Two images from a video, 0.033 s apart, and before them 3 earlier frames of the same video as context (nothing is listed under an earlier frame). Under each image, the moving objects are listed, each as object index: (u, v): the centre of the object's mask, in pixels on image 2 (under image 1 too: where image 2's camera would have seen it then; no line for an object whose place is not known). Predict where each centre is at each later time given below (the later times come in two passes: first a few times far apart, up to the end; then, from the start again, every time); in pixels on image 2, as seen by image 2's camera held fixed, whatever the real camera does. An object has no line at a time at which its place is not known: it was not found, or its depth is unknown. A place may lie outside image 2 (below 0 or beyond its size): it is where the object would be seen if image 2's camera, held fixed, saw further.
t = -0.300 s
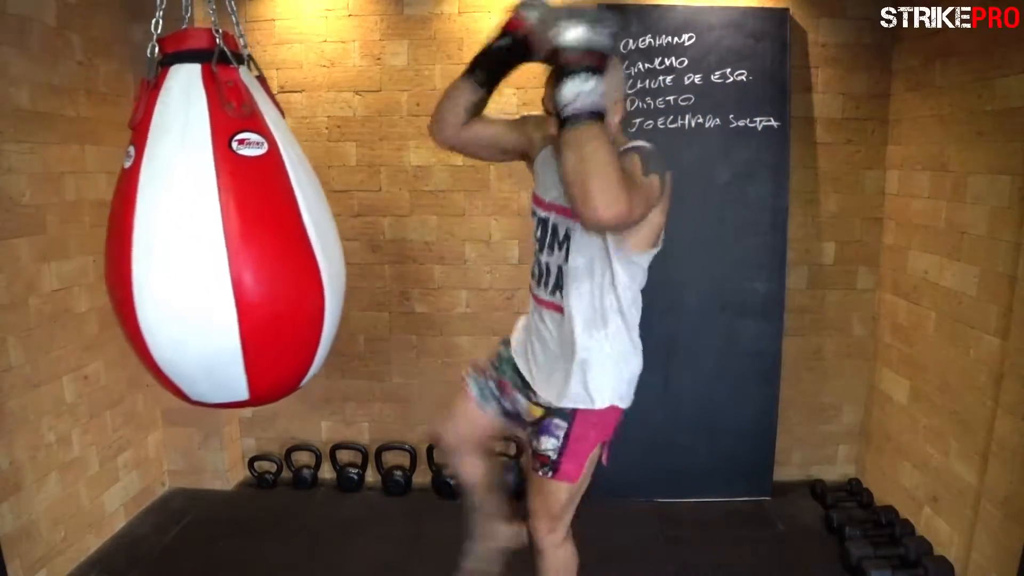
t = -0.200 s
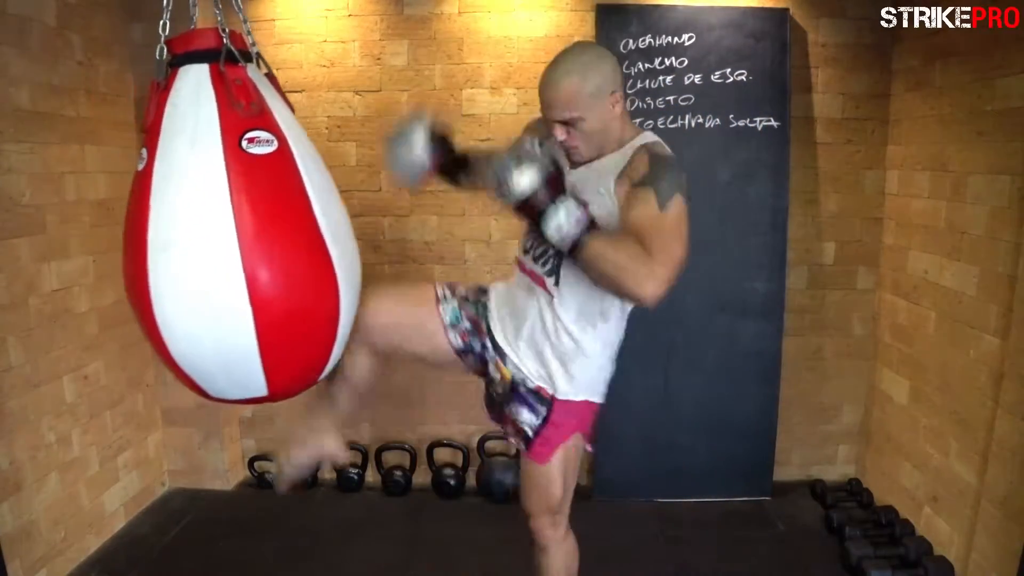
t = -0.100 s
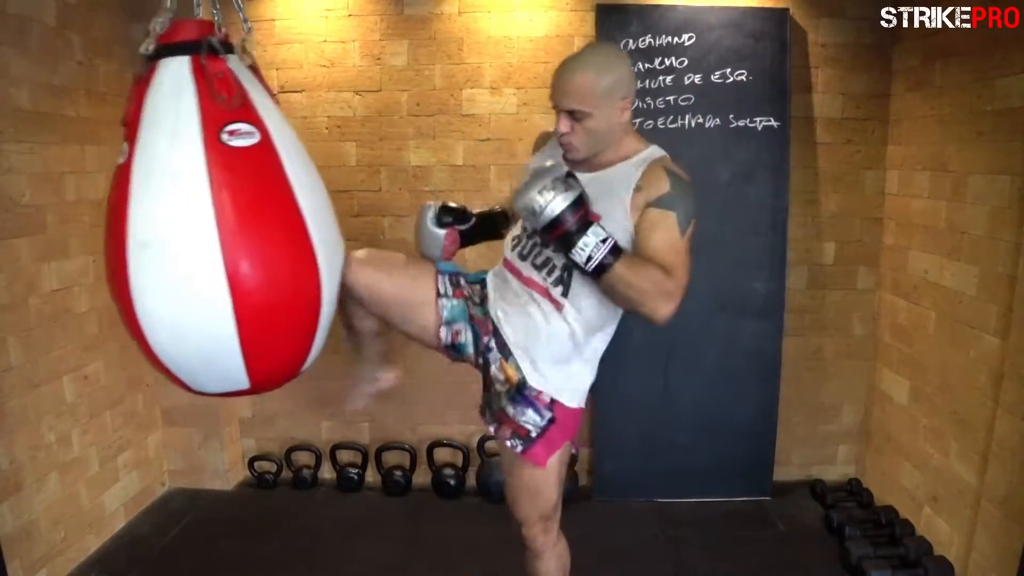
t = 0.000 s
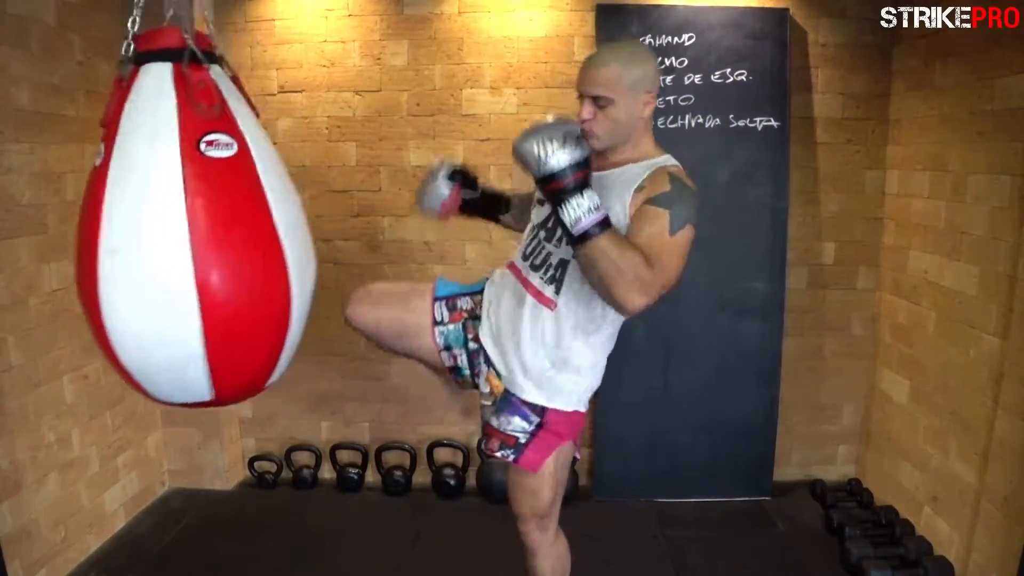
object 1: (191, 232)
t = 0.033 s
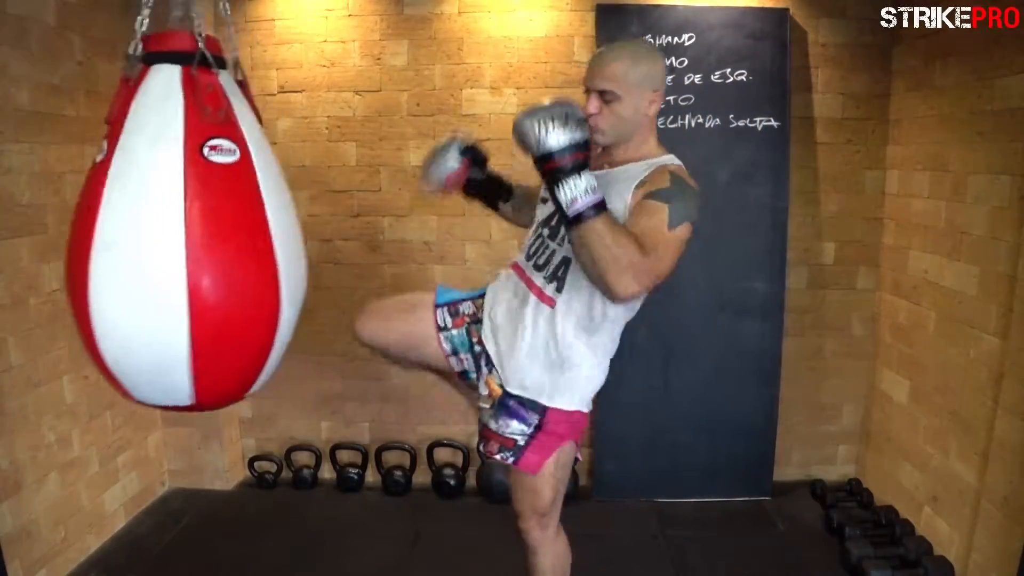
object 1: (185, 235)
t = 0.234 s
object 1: (134, 233)
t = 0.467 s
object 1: (110, 230)
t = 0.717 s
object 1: (122, 236)
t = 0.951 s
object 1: (177, 242)
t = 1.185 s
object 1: (240, 235)
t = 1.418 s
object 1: (279, 225)
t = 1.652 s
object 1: (278, 224)
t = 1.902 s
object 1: (235, 232)
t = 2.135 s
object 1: (174, 237)
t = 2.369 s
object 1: (123, 236)
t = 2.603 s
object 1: (112, 234)
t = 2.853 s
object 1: (136, 241)
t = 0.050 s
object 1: (182, 236)
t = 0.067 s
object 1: (178, 236)
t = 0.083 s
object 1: (173, 234)
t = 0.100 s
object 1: (168, 232)
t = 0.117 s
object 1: (163, 232)
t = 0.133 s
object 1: (159, 232)
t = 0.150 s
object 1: (153, 233)
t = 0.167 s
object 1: (149, 234)
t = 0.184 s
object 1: (145, 234)
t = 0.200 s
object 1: (141, 235)
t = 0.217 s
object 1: (137, 234)
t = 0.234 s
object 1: (134, 233)
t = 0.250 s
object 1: (131, 233)
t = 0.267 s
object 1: (128, 233)
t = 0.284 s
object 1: (125, 232)
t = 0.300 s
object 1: (123, 232)
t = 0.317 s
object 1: (121, 232)
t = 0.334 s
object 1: (119, 232)
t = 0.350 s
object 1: (117, 231)
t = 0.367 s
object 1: (116, 231)
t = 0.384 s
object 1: (114, 231)
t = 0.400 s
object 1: (113, 230)
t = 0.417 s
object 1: (113, 231)
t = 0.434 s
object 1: (112, 230)
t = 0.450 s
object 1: (111, 230)
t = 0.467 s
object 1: (110, 230)
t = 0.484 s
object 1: (110, 230)
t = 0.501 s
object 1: (111, 230)
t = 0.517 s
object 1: (111, 231)
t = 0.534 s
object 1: (111, 231)
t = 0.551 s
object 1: (111, 231)
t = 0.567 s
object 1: (111, 231)
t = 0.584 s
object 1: (112, 232)
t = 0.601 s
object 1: (112, 232)
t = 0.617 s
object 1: (113, 232)
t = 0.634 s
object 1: (114, 233)
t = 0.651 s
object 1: (116, 234)
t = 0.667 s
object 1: (117, 235)
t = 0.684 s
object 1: (119, 235)
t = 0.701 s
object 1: (121, 236)
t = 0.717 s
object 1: (122, 236)
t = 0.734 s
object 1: (125, 237)
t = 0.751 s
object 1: (128, 238)
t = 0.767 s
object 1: (130, 239)
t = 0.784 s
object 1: (133, 238)
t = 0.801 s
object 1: (137, 239)
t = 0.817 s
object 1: (141, 239)
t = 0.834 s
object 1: (145, 240)
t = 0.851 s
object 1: (150, 240)
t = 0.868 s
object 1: (154, 241)
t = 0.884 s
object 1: (158, 241)
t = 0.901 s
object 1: (163, 241)
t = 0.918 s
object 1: (167, 241)
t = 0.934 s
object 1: (172, 242)
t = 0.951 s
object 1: (177, 242)
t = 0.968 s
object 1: (182, 241)
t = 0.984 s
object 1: (186, 240)
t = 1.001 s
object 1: (191, 241)
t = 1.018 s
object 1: (196, 241)
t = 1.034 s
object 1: (201, 241)
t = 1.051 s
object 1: (206, 240)
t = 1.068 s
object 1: (210, 240)
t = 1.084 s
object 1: (214, 238)
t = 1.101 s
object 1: (219, 238)
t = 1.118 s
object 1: (224, 238)
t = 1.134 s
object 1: (228, 238)
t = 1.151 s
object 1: (231, 236)
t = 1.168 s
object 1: (236, 236)
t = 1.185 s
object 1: (240, 235)
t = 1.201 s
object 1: (245, 235)
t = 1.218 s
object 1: (248, 234)
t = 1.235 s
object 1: (252, 234)
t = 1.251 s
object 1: (255, 232)
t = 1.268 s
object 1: (259, 232)
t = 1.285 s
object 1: (261, 231)
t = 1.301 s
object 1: (264, 230)
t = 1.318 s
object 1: (267, 229)
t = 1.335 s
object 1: (269, 228)
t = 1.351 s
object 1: (272, 228)
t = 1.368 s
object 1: (274, 227)
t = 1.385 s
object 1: (276, 226)
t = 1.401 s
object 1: (277, 226)
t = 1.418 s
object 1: (279, 225)
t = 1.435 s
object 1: (280, 225)
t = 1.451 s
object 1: (282, 224)
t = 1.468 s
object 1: (282, 224)
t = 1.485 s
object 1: (283, 224)
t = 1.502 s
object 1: (284, 224)
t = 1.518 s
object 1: (284, 223)
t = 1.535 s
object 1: (284, 223)
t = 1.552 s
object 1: (284, 223)
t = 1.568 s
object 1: (284, 223)
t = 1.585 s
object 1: (283, 223)
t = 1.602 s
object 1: (282, 223)
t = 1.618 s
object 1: (281, 224)
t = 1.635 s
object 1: (280, 224)
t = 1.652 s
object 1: (278, 224)
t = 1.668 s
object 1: (277, 225)
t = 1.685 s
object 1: (275, 226)
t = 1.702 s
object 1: (273, 225)
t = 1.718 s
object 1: (271, 227)
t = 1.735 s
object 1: (268, 227)
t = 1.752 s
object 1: (265, 227)
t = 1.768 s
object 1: (263, 228)
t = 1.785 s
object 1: (260, 228)
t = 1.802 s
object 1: (257, 229)
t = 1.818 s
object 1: (253, 229)
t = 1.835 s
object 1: (250, 230)
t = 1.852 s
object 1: (247, 231)
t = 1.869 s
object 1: (243, 232)
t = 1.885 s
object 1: (239, 232)
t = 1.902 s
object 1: (235, 232)
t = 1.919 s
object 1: (231, 233)
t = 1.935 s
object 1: (227, 233)
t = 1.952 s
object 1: (223, 234)
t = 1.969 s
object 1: (219, 235)
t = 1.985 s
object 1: (214, 236)
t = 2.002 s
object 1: (210, 236)
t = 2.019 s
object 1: (206, 236)
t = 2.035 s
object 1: (201, 236)
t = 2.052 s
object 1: (197, 237)
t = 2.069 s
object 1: (192, 237)
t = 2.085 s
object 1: (188, 237)
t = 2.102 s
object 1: (183, 237)
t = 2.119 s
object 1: (178, 237)
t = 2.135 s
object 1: (174, 237)
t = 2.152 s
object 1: (170, 238)
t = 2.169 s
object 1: (165, 238)
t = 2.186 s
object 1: (161, 238)
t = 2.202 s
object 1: (157, 238)
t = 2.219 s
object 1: (153, 238)
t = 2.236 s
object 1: (149, 238)
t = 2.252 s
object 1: (145, 238)
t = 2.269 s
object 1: (141, 237)
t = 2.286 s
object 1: (137, 237)
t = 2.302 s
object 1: (134, 237)
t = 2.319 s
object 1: (131, 236)
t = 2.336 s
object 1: (128, 237)
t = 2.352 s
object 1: (126, 236)
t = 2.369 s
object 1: (123, 236)
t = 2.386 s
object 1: (121, 236)
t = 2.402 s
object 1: (120, 235)
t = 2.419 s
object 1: (118, 235)
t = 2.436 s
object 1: (116, 235)
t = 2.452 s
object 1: (115, 234)
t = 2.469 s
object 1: (114, 235)
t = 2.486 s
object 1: (113, 234)
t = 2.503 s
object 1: (113, 234)
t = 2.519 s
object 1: (112, 234)
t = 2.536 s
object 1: (112, 233)
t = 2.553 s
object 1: (112, 233)
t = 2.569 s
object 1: (112, 234)
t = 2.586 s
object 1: (112, 234)
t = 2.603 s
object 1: (112, 234)
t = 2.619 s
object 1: (112, 234)
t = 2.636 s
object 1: (113, 235)
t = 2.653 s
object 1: (113, 235)
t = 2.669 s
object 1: (114, 236)
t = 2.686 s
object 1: (115, 236)
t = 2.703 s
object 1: (117, 236)
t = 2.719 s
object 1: (118, 237)
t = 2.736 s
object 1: (119, 237)
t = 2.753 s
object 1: (121, 238)
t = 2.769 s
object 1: (123, 239)
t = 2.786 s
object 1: (125, 240)
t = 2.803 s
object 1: (128, 240)
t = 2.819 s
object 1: (130, 240)
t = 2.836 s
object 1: (133, 241)
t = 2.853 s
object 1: (136, 241)
